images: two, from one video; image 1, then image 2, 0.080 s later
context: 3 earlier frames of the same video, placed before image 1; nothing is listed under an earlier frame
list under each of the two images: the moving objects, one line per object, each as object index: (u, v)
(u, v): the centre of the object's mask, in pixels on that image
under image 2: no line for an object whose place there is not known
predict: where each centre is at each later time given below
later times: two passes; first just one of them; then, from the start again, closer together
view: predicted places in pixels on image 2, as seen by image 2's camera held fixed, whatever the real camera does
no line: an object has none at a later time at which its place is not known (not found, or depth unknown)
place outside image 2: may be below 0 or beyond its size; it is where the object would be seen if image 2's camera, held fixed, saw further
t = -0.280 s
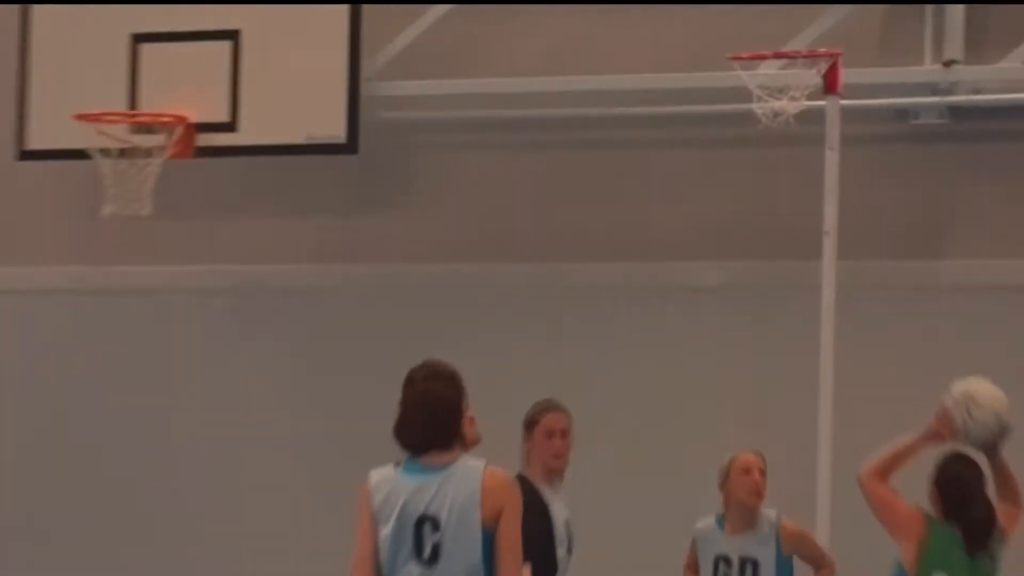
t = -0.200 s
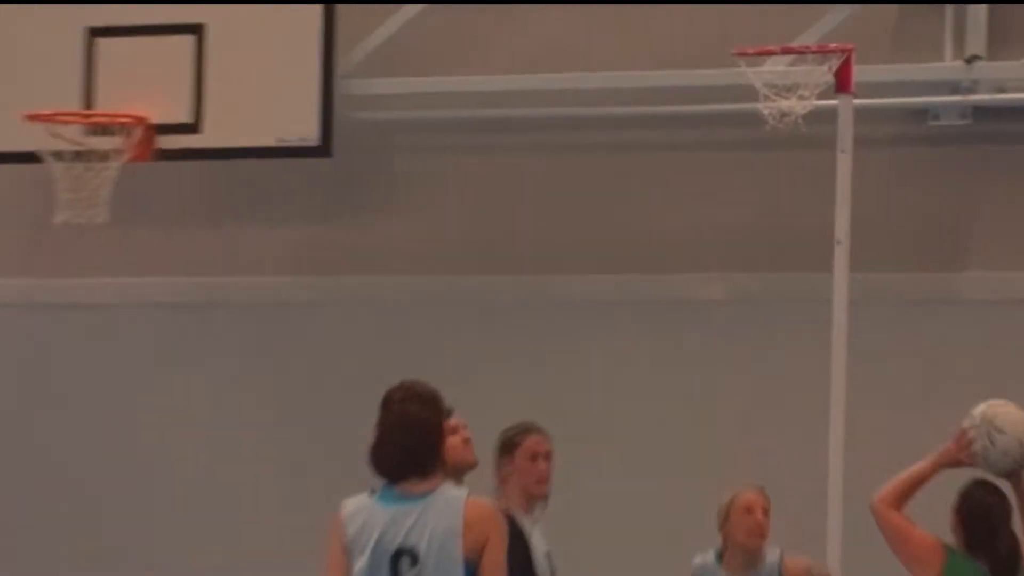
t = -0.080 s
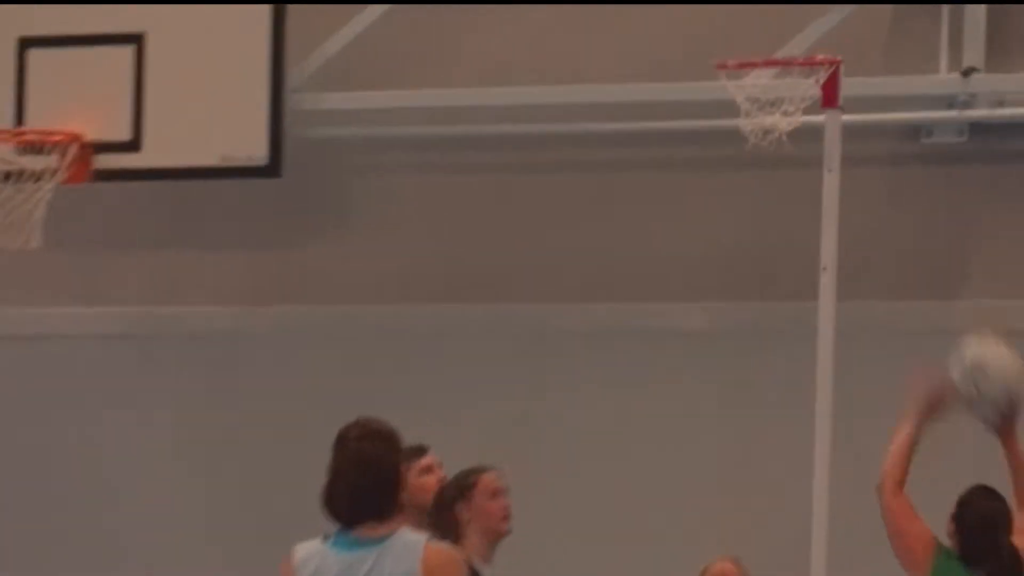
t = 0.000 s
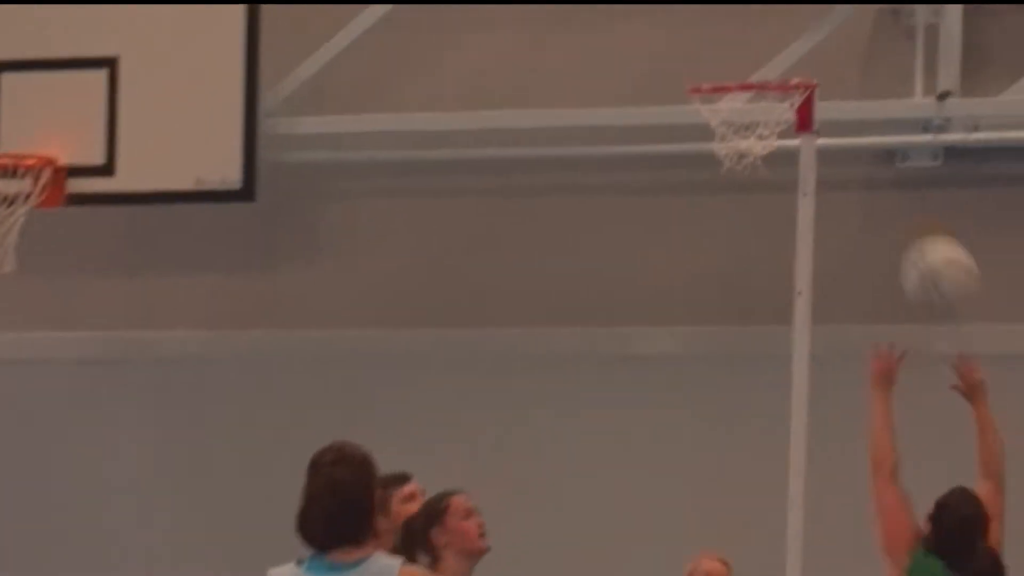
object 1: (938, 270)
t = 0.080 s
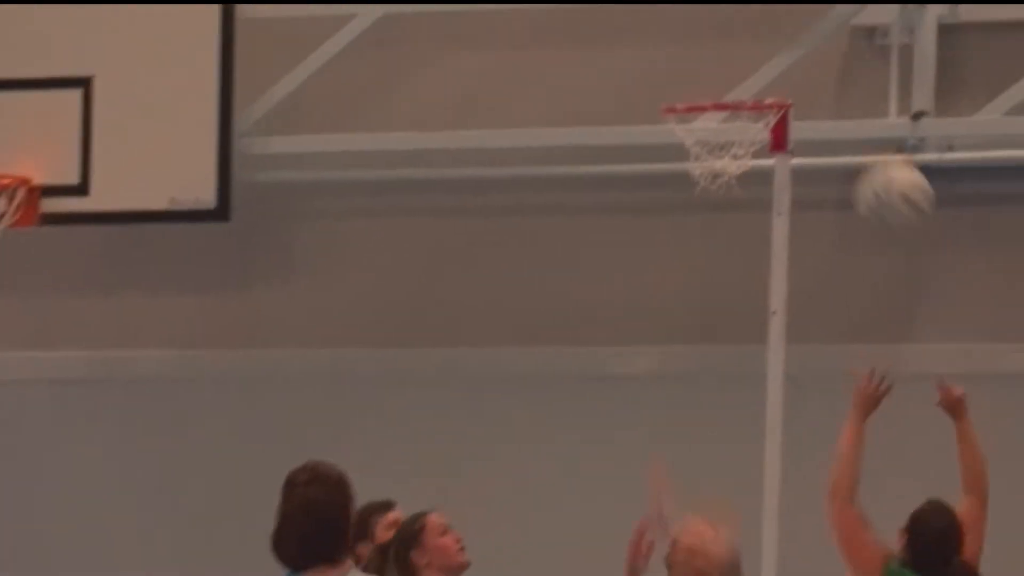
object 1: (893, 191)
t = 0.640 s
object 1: (728, 79)
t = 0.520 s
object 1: (769, 44)
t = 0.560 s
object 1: (758, 60)
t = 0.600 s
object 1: (745, 75)
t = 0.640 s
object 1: (728, 79)
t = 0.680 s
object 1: (707, 96)
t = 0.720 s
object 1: (700, 106)
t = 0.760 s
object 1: (710, 115)
